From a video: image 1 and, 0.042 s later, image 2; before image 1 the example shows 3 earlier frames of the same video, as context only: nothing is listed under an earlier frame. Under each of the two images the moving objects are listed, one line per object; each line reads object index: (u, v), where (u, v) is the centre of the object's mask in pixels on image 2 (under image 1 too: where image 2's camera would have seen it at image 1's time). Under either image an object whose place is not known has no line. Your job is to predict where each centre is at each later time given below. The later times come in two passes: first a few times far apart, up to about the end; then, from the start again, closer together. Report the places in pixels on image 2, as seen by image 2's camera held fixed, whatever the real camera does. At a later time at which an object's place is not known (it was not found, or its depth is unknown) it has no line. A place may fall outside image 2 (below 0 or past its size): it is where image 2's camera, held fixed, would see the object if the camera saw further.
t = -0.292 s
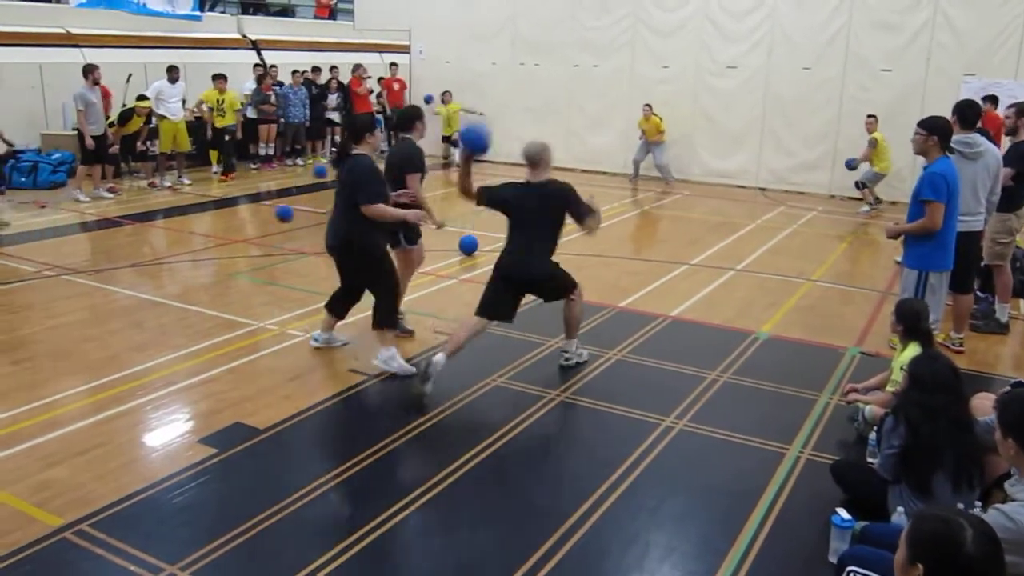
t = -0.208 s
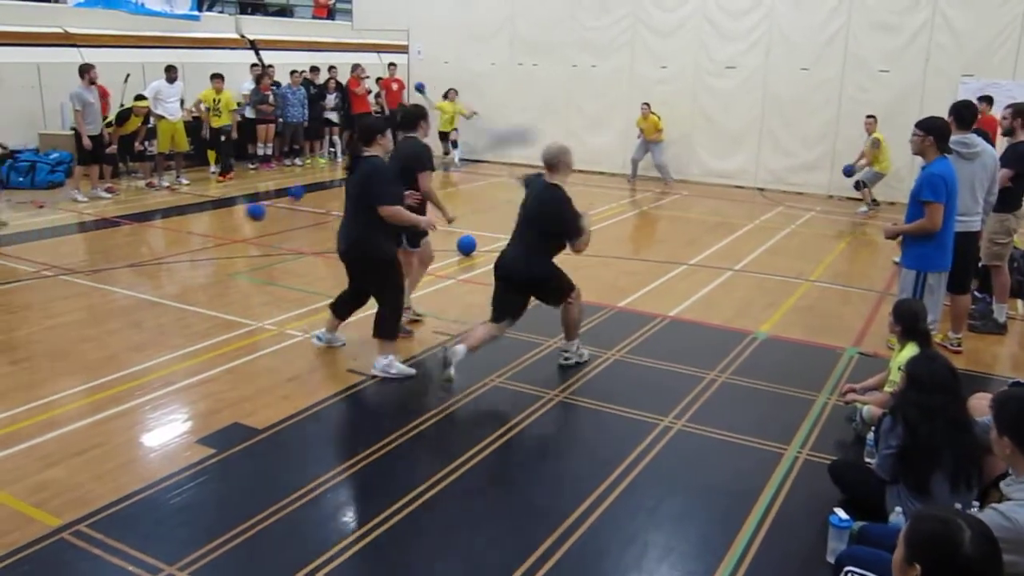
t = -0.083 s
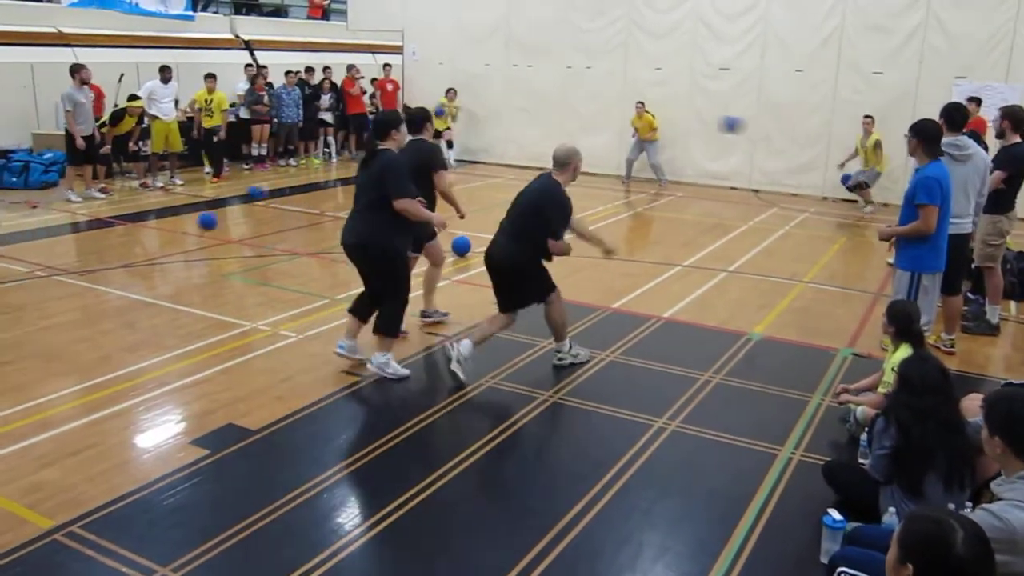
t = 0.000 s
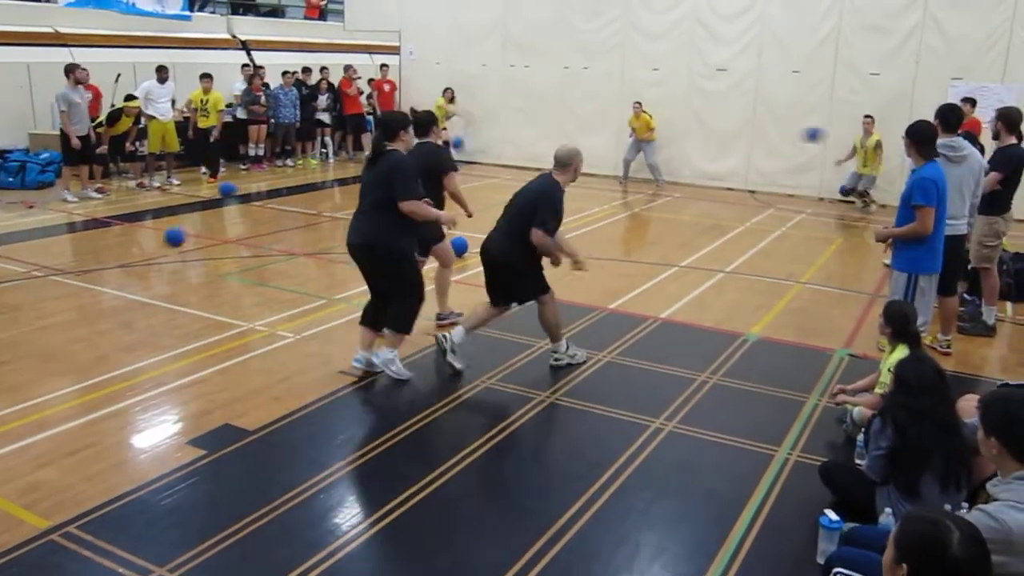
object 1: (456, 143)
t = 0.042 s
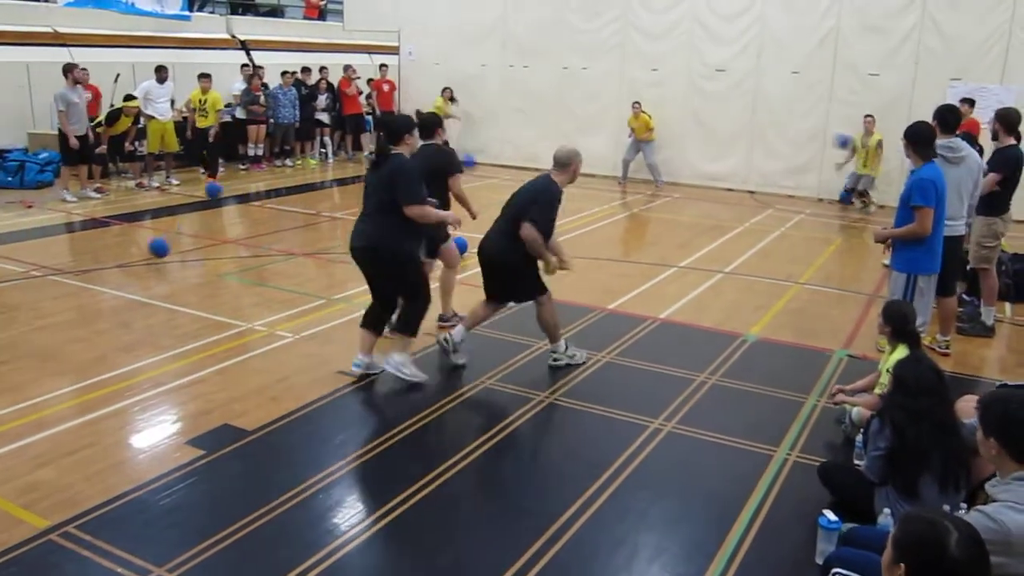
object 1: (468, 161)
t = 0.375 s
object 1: (556, 193)
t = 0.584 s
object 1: (604, 222)
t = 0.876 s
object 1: (712, 385)
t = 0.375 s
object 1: (556, 193)
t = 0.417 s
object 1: (561, 193)
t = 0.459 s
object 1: (570, 196)
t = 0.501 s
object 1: (580, 202)
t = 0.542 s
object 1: (592, 210)
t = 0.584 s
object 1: (604, 222)
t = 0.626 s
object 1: (618, 237)
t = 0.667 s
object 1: (631, 256)
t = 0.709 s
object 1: (645, 279)
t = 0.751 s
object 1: (660, 306)
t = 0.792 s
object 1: (675, 339)
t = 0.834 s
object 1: (690, 374)
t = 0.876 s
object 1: (712, 385)
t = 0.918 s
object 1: (736, 388)
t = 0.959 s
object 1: (761, 394)
